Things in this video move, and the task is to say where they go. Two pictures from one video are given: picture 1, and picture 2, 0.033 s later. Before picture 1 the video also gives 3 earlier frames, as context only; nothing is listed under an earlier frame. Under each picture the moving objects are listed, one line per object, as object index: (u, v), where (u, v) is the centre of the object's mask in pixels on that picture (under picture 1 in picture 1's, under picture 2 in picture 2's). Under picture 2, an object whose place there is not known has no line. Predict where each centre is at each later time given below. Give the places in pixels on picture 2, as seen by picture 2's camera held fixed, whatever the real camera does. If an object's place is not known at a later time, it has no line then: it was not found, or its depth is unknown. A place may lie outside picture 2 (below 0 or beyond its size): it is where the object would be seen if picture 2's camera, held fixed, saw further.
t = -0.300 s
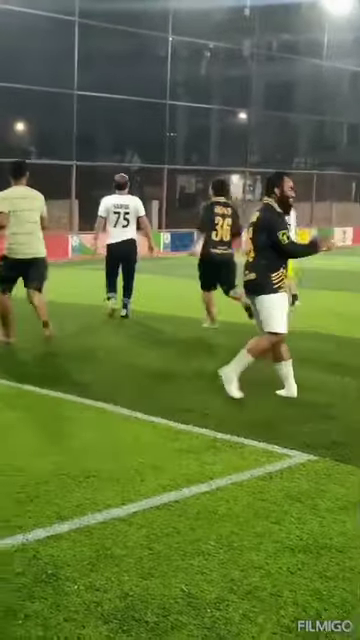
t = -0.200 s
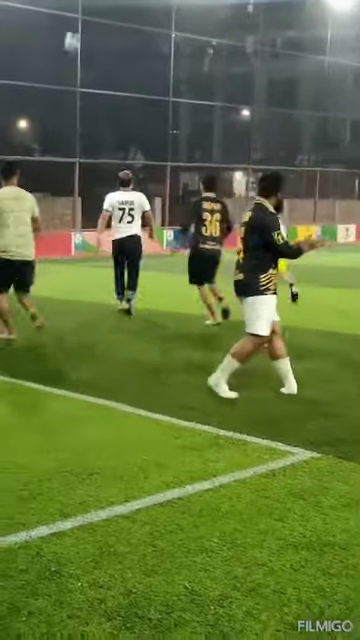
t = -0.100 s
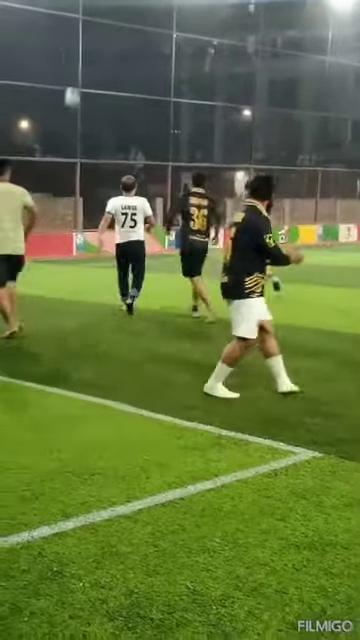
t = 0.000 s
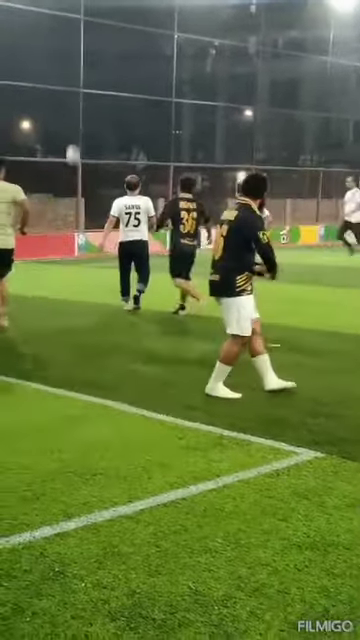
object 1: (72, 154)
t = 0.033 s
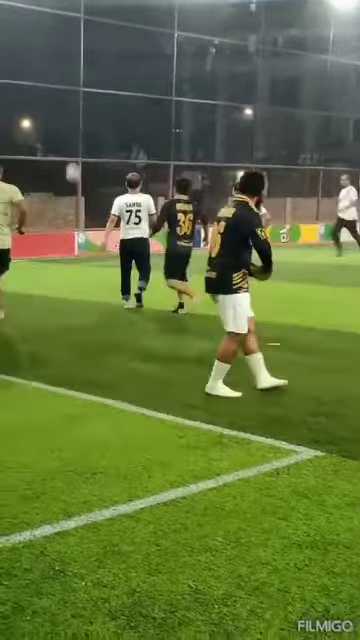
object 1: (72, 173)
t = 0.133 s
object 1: (71, 229)
